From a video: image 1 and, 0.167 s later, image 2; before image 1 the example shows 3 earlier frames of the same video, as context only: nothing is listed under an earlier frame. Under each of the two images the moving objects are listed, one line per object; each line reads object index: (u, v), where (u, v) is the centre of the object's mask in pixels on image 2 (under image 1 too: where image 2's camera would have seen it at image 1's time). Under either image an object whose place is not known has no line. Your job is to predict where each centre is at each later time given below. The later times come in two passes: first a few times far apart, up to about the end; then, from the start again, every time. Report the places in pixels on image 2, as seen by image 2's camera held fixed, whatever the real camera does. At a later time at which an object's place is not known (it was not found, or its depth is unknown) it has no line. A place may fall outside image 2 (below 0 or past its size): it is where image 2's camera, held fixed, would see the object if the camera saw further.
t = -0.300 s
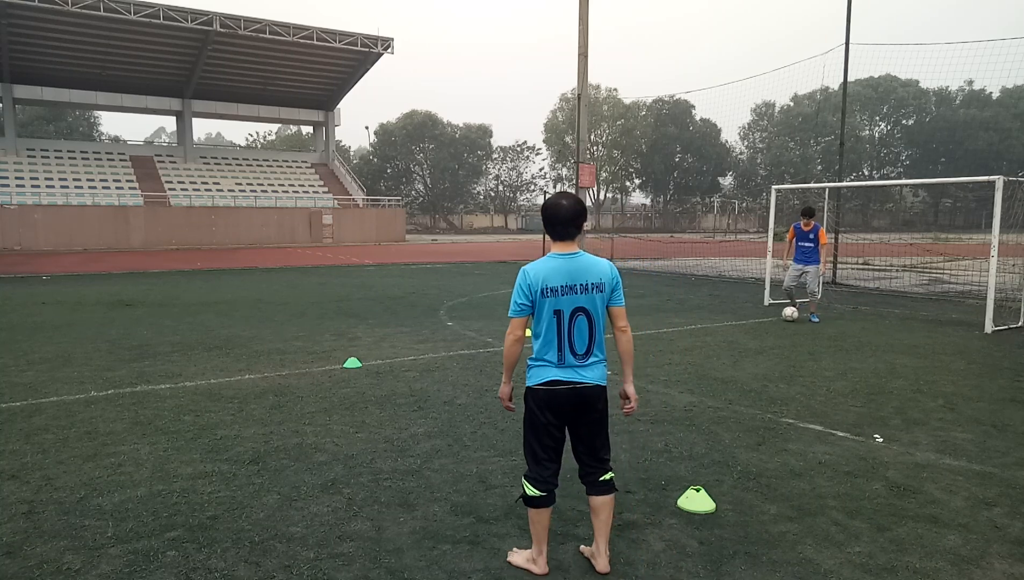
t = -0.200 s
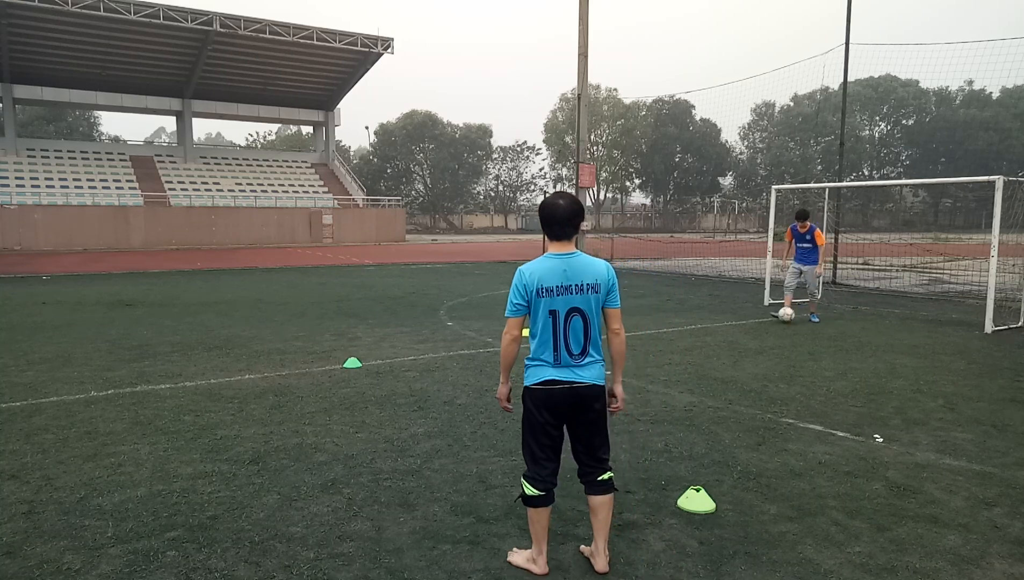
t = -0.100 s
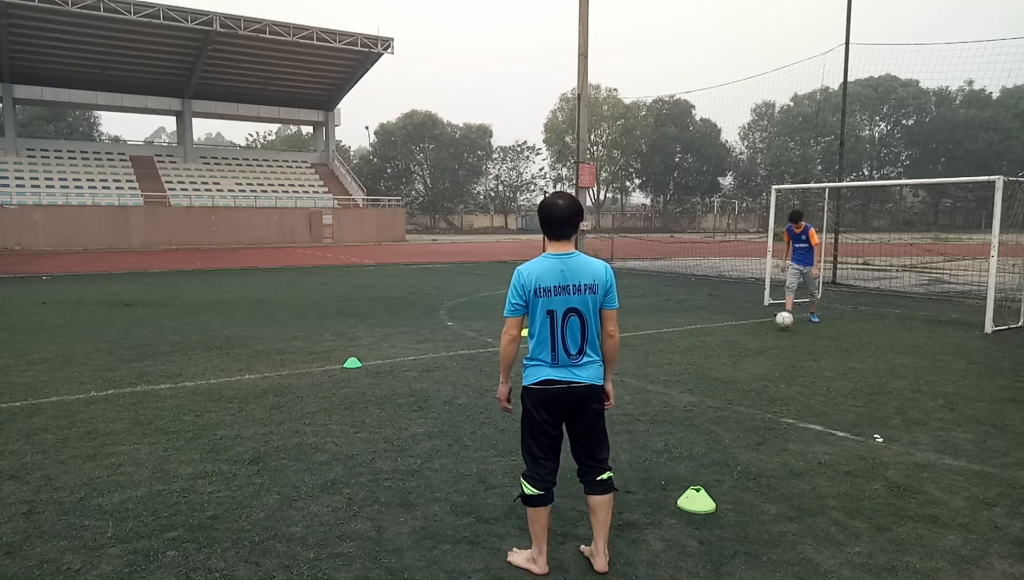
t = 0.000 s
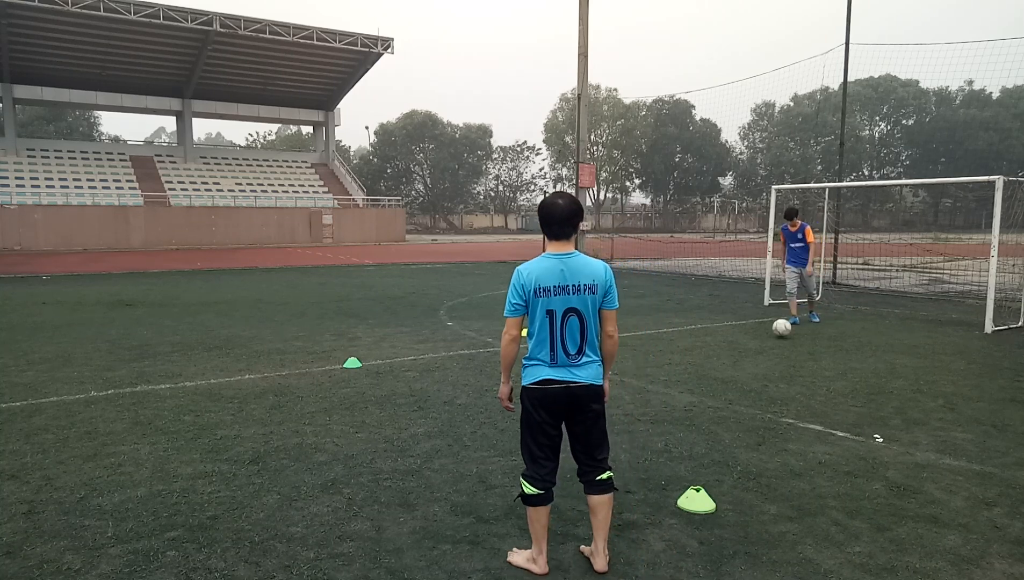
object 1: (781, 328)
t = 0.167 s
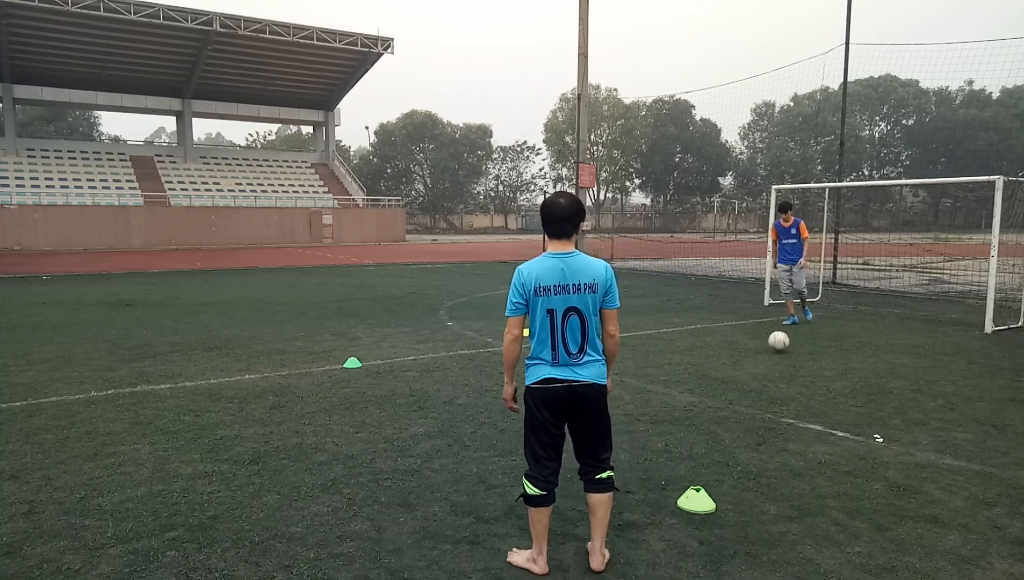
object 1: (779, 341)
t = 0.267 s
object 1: (776, 350)
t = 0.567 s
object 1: (772, 378)
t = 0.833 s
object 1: (769, 408)
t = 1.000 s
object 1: (765, 435)
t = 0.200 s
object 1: (778, 343)
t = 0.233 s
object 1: (777, 346)
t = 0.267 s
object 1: (776, 350)
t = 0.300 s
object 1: (776, 354)
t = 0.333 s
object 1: (775, 356)
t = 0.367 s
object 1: (775, 358)
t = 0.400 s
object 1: (775, 362)
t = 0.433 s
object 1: (774, 366)
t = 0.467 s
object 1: (774, 368)
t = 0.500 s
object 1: (773, 371)
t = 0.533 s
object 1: (773, 374)
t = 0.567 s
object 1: (772, 378)
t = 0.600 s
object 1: (772, 381)
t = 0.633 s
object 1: (771, 385)
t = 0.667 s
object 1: (771, 389)
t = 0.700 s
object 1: (771, 392)
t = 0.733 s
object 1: (770, 396)
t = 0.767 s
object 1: (770, 399)
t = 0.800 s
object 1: (769, 403)
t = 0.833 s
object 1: (769, 408)
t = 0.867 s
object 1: (768, 411)
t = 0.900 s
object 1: (767, 414)
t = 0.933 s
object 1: (766, 419)
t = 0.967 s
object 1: (765, 427)
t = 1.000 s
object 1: (765, 435)
